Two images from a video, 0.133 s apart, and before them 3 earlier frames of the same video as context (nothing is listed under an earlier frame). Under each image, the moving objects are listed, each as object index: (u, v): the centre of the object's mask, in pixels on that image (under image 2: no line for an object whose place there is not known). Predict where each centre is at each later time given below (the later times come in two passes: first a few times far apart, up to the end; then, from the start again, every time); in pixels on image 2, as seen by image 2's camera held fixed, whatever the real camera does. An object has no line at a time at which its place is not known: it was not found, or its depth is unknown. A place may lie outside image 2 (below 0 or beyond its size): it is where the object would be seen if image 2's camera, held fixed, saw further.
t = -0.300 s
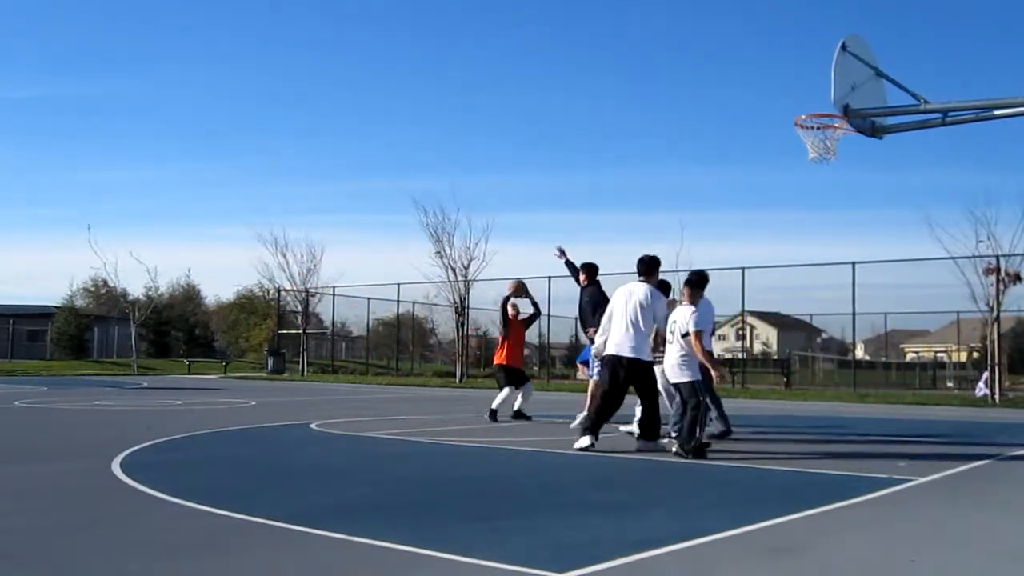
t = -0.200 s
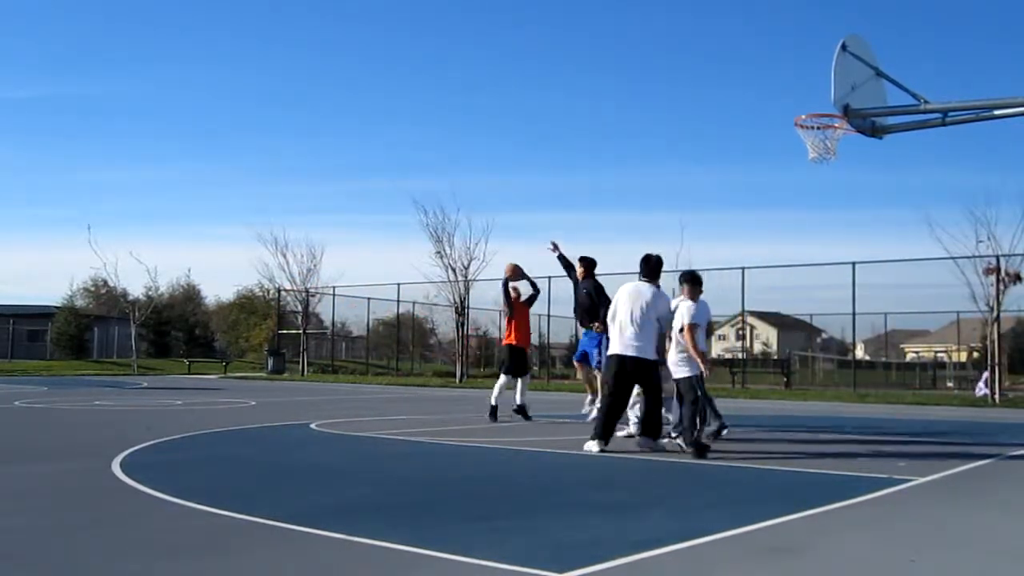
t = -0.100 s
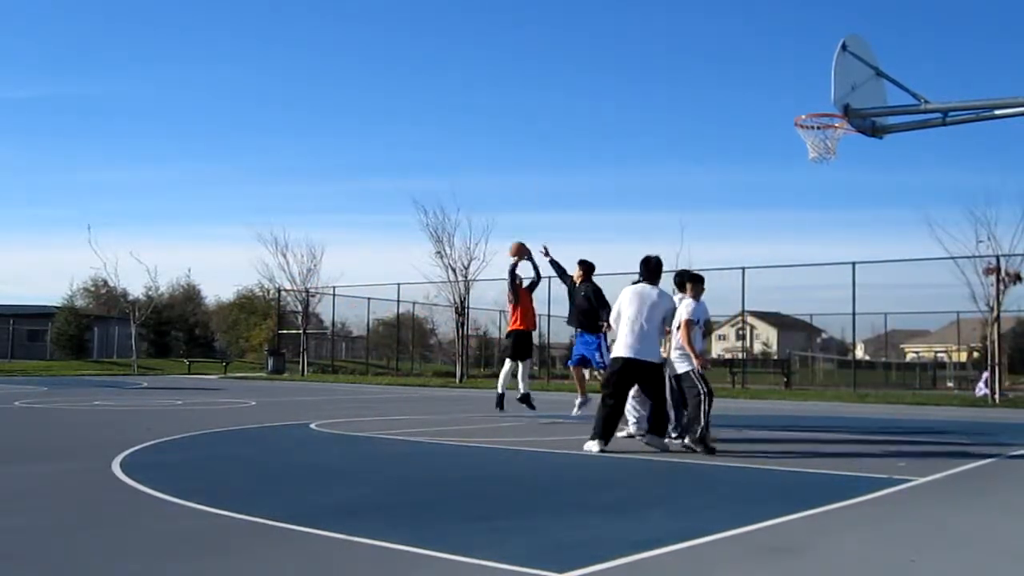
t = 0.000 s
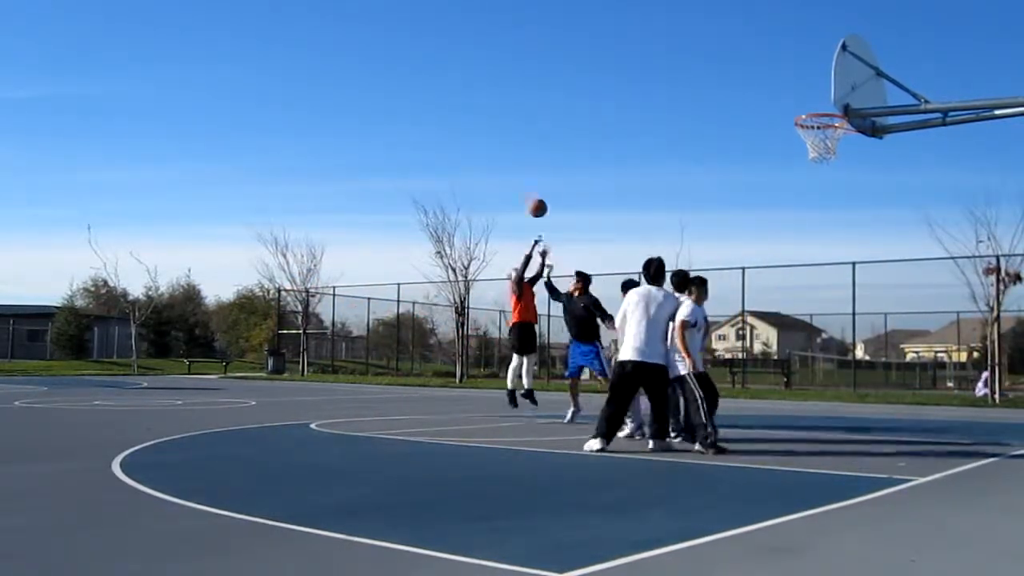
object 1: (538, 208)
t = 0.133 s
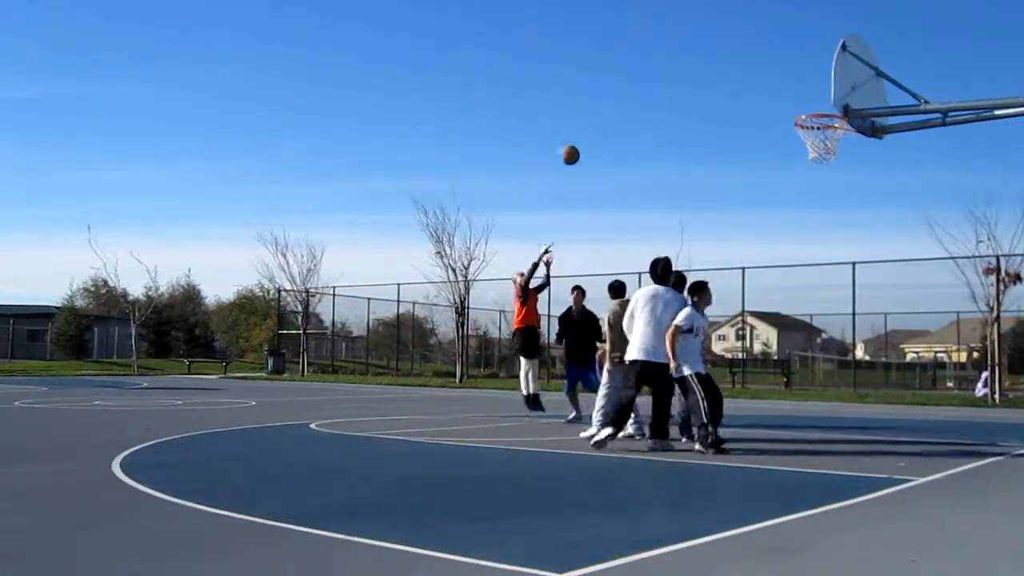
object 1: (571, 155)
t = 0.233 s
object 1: (595, 122)
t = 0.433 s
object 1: (651, 78)
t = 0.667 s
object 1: (725, 68)
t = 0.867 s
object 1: (796, 100)
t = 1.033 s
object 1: (834, 142)
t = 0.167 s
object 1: (577, 143)
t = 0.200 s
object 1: (586, 132)
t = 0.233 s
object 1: (595, 122)
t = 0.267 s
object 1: (604, 113)
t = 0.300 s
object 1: (613, 105)
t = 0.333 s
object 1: (623, 96)
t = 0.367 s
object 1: (631, 90)
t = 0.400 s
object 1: (641, 84)
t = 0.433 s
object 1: (651, 78)
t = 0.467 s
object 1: (661, 74)
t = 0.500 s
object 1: (671, 71)
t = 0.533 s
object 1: (681, 68)
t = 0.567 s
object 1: (692, 67)
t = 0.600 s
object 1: (703, 66)
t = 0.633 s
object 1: (713, 67)
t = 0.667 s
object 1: (725, 68)
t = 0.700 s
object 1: (736, 70)
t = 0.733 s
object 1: (748, 74)
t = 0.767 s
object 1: (759, 79)
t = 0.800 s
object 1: (772, 84)
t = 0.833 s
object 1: (784, 92)
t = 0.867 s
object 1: (796, 100)
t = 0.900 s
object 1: (809, 107)
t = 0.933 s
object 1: (822, 120)
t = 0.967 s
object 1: (830, 131)
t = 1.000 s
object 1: (834, 140)
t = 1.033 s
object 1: (834, 142)
